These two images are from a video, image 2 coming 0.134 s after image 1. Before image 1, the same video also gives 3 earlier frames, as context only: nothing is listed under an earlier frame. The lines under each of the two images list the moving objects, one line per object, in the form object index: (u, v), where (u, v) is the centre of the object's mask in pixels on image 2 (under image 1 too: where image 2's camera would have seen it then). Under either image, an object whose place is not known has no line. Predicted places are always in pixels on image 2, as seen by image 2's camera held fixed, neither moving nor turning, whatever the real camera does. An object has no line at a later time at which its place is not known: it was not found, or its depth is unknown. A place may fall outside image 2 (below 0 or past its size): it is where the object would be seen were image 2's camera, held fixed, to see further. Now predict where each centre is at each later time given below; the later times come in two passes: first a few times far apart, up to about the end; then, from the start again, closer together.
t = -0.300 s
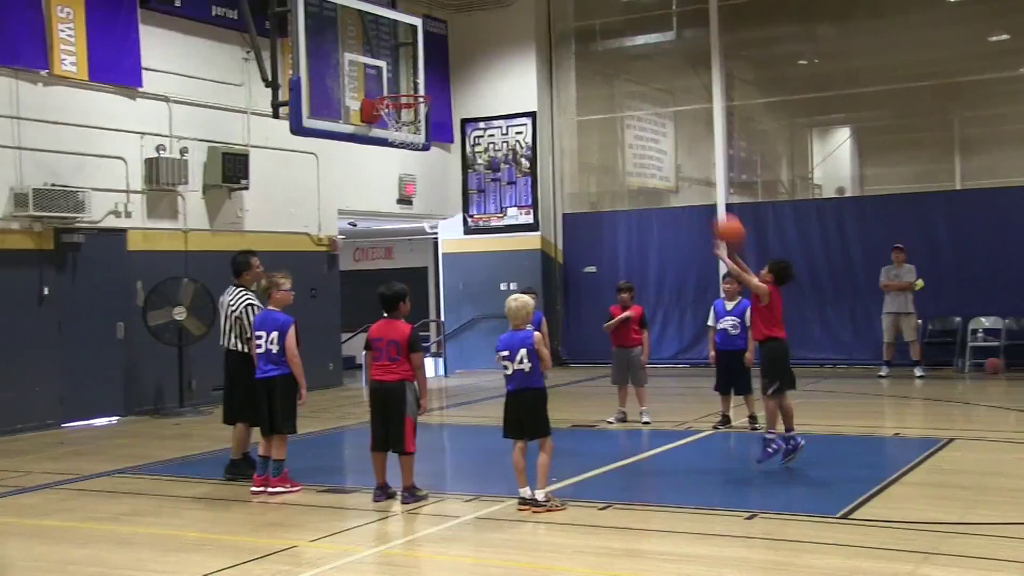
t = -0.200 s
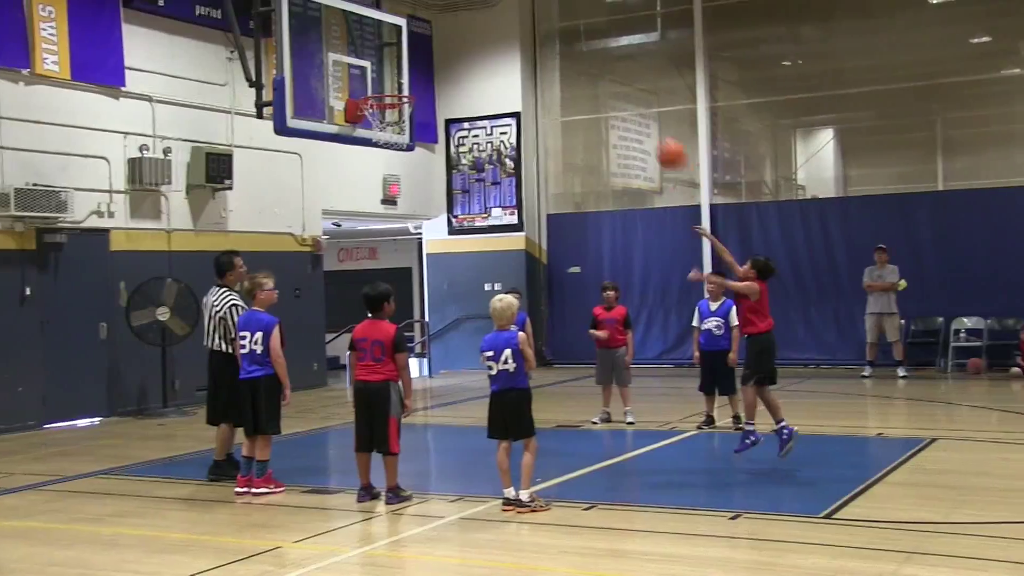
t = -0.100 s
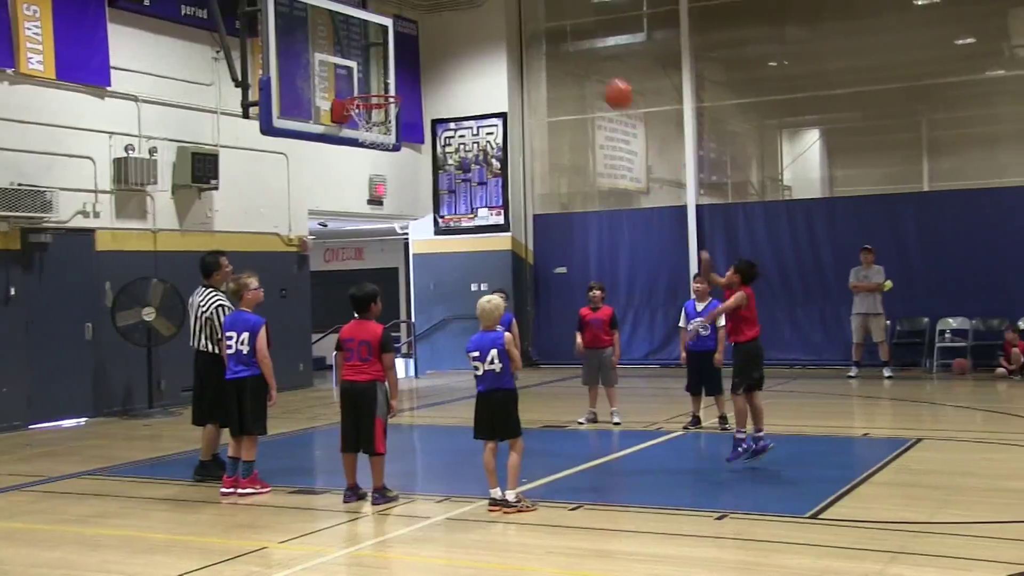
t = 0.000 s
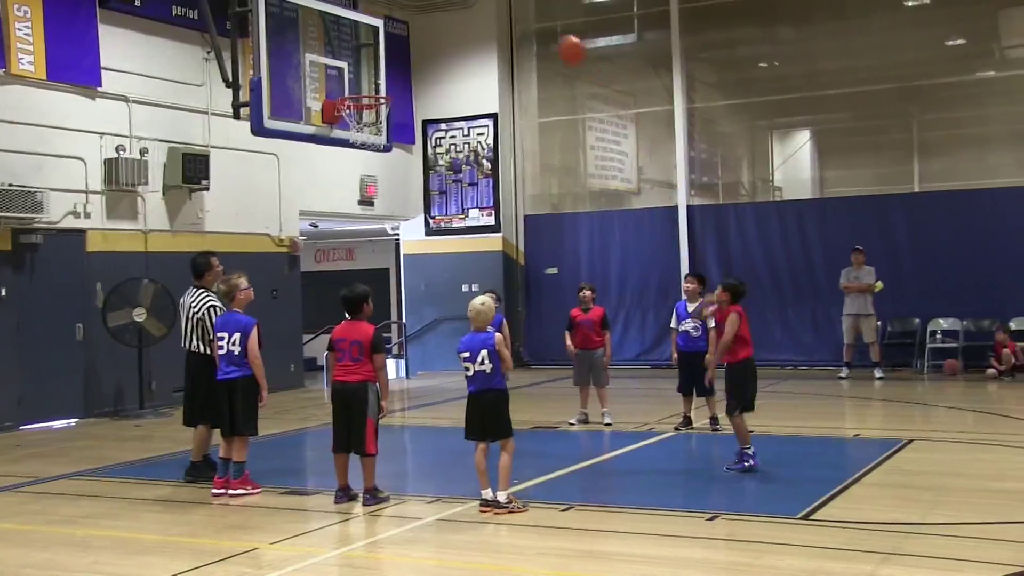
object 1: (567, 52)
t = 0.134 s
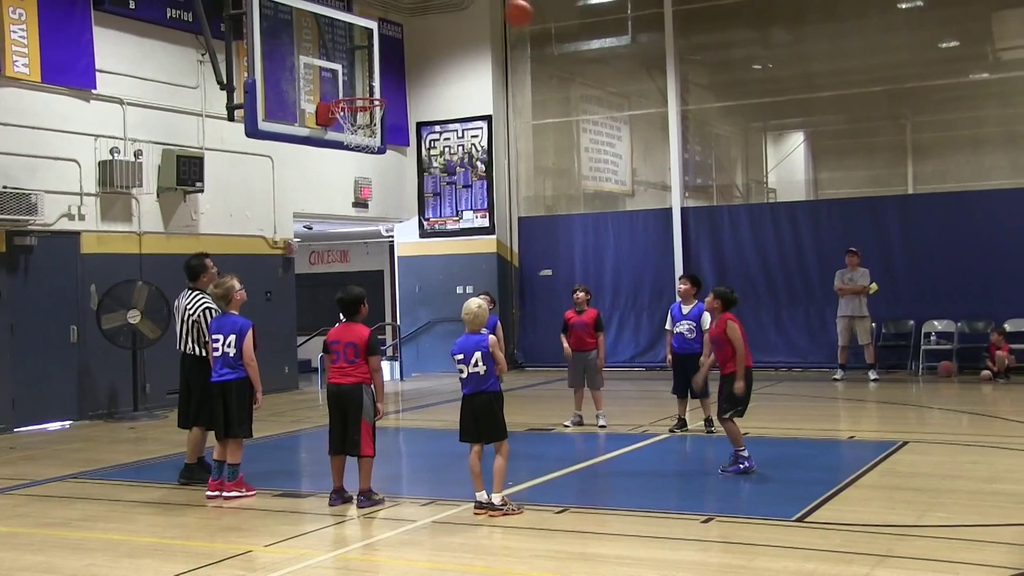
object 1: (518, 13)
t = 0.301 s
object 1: (462, 2)
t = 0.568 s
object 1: (384, 35)
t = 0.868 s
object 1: (393, 73)
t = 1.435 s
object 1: (624, 195)
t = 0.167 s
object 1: (507, 9)
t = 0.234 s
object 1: (484, 4)
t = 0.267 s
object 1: (472, 3)
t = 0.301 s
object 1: (462, 2)
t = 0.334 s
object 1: (452, 2)
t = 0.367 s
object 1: (441, 3)
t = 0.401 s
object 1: (432, 4)
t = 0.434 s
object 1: (422, 6)
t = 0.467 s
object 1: (412, 10)
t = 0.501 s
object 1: (402, 17)
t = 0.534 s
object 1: (393, 25)
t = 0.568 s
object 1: (384, 35)
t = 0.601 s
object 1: (374, 45)
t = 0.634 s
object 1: (364, 56)
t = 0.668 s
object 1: (356, 68)
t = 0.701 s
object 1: (347, 83)
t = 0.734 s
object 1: (340, 91)
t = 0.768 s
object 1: (353, 88)
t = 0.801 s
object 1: (367, 82)
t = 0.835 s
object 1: (381, 77)
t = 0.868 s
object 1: (393, 73)
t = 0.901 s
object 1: (407, 71)
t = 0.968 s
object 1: (434, 69)
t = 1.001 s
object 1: (448, 70)
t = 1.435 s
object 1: (624, 195)
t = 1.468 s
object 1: (637, 211)
